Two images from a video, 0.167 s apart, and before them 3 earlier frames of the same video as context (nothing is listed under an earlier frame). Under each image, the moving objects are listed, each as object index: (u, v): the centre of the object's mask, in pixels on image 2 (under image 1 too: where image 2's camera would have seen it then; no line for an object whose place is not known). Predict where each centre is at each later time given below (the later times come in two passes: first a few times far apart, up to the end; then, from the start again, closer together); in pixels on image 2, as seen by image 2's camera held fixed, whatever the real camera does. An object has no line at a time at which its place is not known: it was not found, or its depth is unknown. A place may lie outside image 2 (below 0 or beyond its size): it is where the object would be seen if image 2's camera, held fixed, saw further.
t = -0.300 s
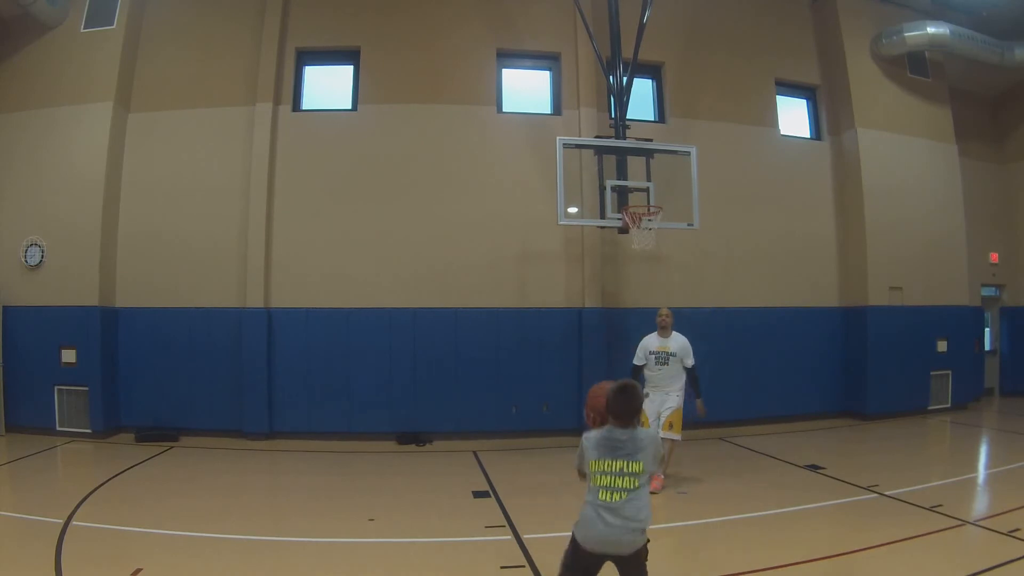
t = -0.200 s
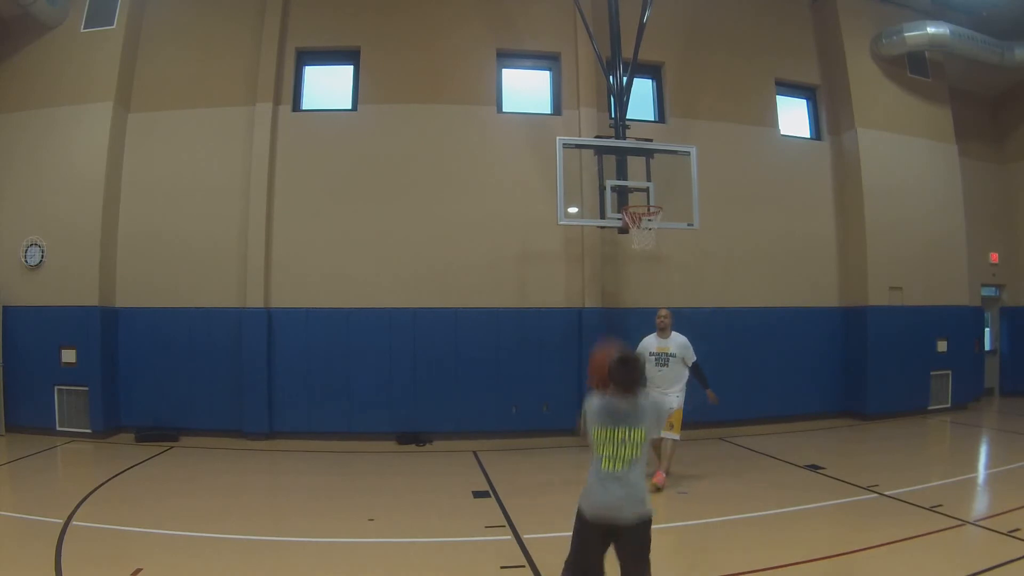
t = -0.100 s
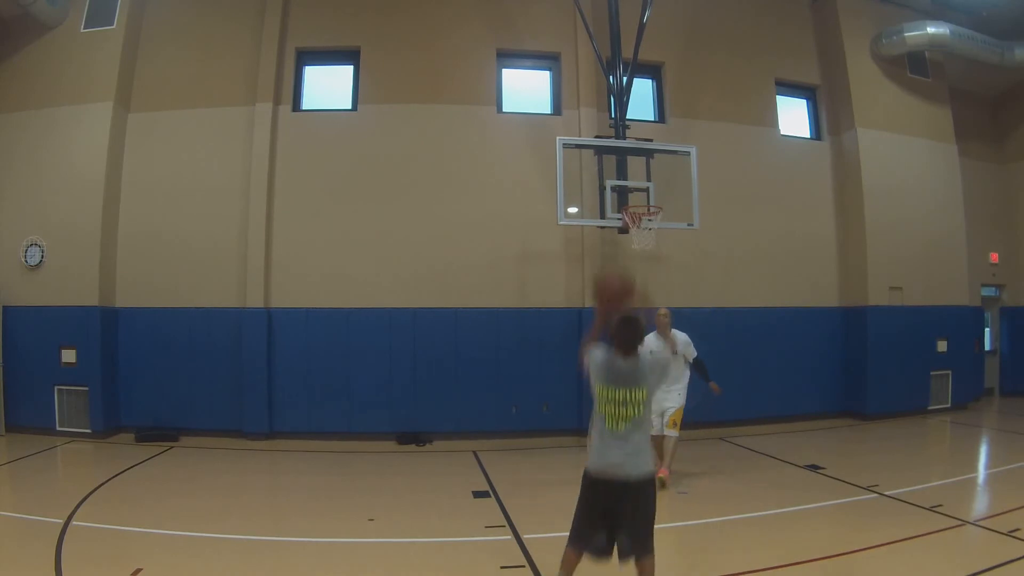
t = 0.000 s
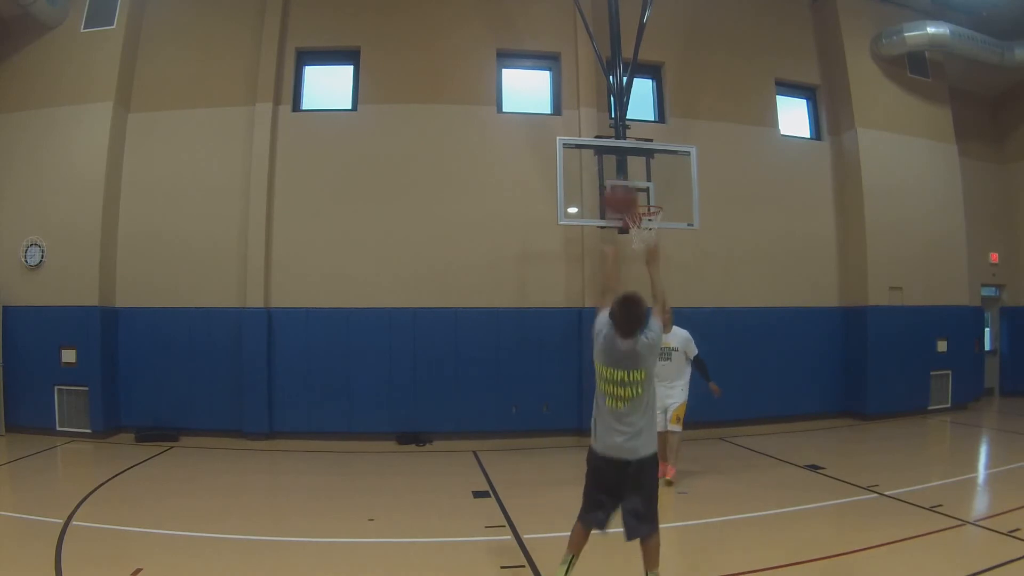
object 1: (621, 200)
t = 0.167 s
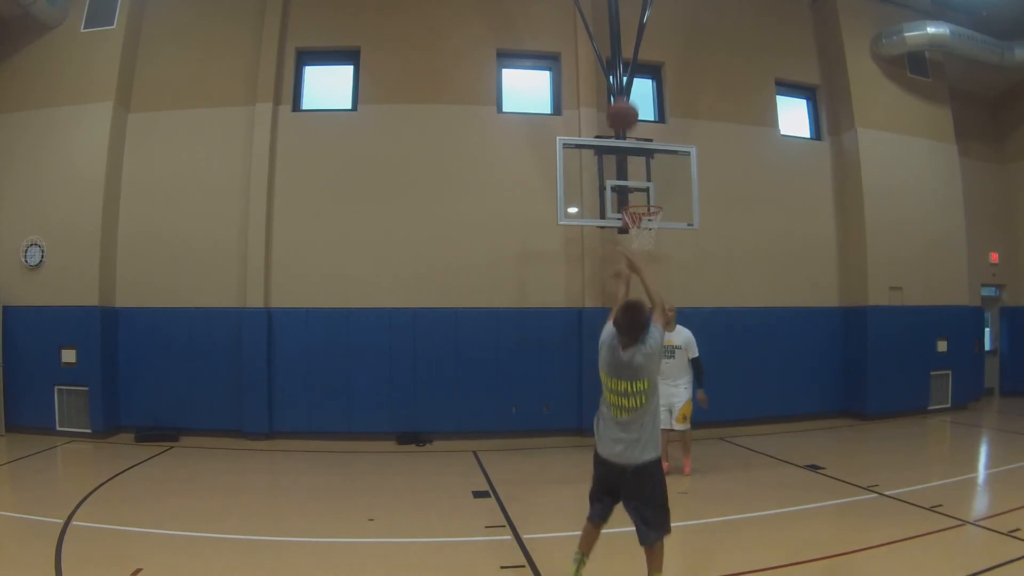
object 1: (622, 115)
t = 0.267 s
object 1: (624, 92)
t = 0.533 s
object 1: (631, 92)
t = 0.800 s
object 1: (640, 153)
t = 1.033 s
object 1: (645, 235)
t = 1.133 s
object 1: (643, 246)
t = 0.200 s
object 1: (622, 105)
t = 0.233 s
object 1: (624, 97)
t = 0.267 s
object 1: (624, 92)
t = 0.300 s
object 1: (625, 87)
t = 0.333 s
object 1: (625, 85)
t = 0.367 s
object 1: (627, 83)
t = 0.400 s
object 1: (627, 83)
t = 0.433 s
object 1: (628, 84)
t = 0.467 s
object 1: (629, 85)
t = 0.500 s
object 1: (630, 88)
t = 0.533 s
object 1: (631, 92)
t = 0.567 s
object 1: (632, 96)
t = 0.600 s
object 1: (634, 102)
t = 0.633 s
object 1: (634, 109)
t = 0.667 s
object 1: (635, 117)
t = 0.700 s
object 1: (637, 125)
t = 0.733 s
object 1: (638, 133)
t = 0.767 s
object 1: (639, 142)
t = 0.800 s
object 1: (640, 153)
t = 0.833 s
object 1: (640, 165)
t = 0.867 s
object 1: (640, 176)
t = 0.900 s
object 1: (642, 188)
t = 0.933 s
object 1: (643, 199)
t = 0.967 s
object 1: (645, 217)
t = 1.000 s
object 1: (645, 224)
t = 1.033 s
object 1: (645, 235)
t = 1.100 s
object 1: (644, 241)
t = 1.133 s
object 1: (643, 246)
